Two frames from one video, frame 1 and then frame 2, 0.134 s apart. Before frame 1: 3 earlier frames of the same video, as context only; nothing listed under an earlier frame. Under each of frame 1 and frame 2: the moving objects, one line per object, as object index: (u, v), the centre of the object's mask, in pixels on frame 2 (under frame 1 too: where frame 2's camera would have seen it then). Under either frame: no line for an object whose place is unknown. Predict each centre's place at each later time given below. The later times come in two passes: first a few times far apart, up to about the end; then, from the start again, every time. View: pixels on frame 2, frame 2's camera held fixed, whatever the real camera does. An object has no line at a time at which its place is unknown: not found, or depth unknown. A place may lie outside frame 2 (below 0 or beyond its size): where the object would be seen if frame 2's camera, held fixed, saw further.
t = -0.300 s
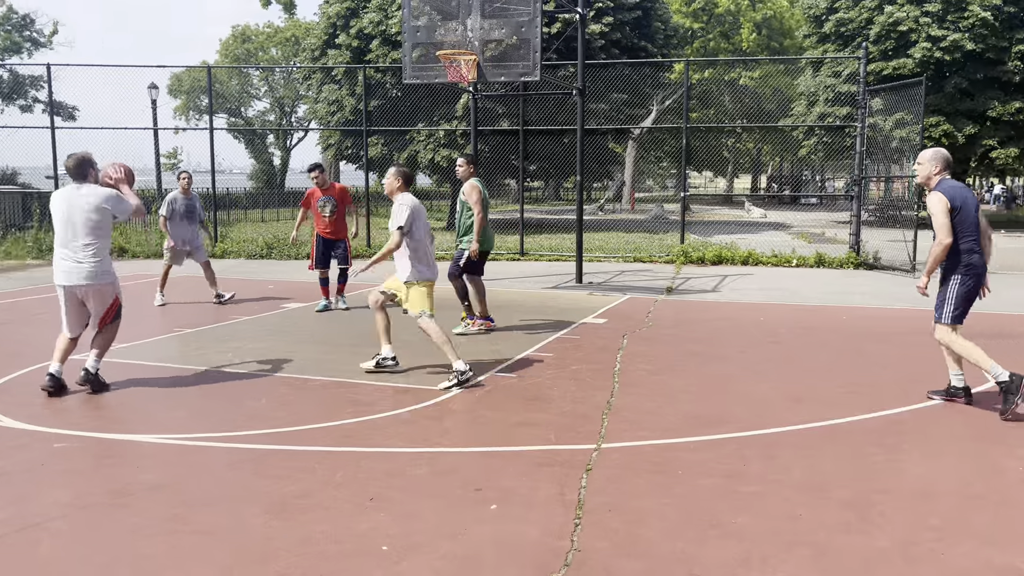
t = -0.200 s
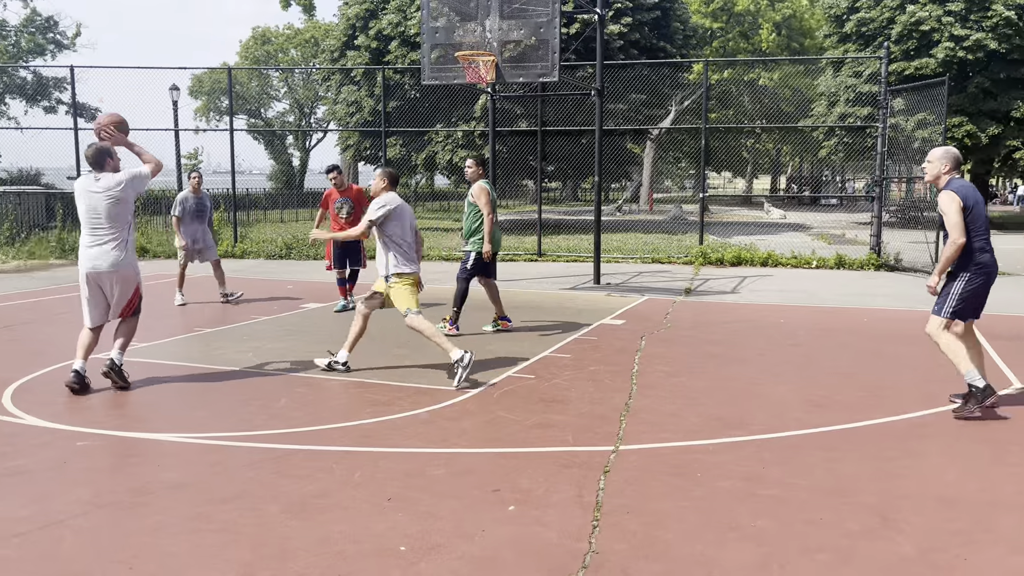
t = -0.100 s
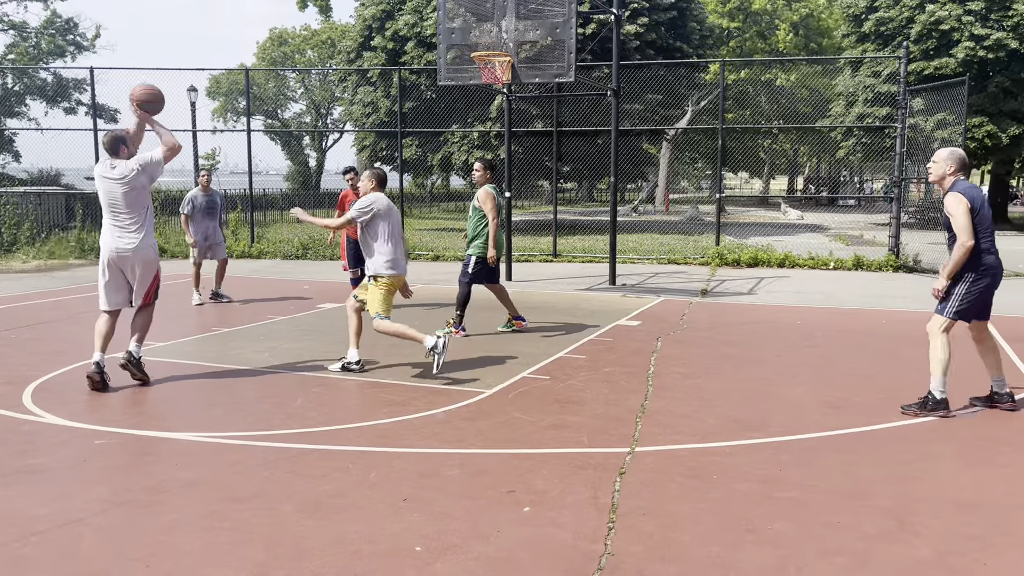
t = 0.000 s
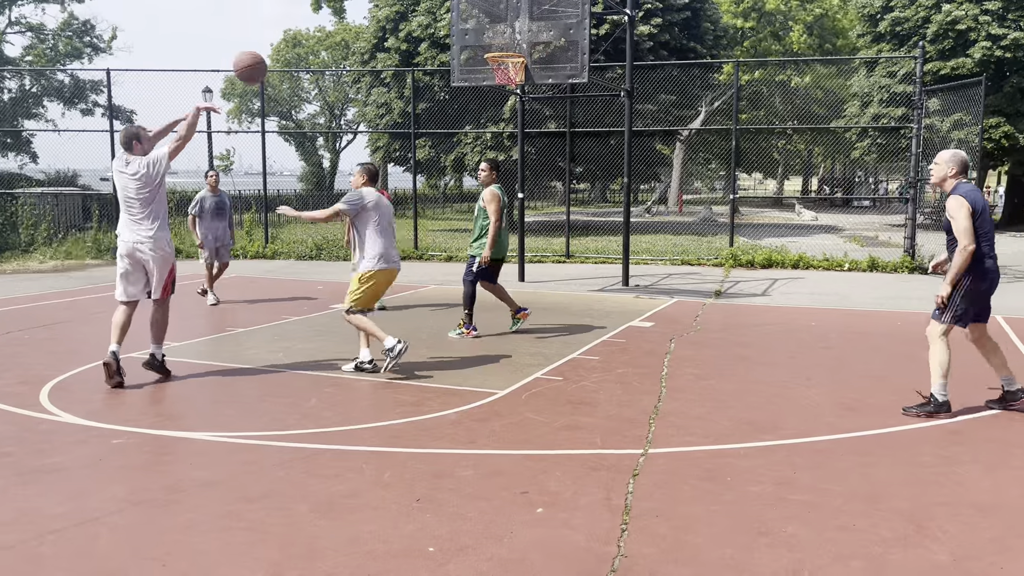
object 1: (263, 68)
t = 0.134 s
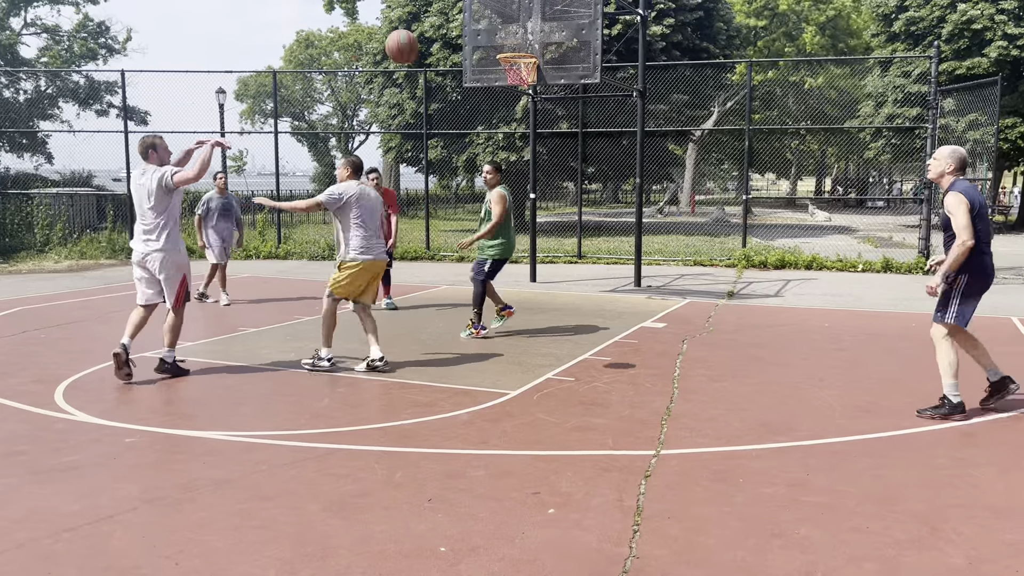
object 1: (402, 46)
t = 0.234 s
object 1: (507, 46)
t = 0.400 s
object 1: (686, 76)
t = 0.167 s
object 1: (437, 45)
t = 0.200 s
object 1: (472, 44)
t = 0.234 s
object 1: (507, 46)
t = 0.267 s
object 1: (543, 49)
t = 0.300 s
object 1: (579, 53)
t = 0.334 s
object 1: (614, 59)
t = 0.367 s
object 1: (650, 67)
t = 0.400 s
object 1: (686, 76)
